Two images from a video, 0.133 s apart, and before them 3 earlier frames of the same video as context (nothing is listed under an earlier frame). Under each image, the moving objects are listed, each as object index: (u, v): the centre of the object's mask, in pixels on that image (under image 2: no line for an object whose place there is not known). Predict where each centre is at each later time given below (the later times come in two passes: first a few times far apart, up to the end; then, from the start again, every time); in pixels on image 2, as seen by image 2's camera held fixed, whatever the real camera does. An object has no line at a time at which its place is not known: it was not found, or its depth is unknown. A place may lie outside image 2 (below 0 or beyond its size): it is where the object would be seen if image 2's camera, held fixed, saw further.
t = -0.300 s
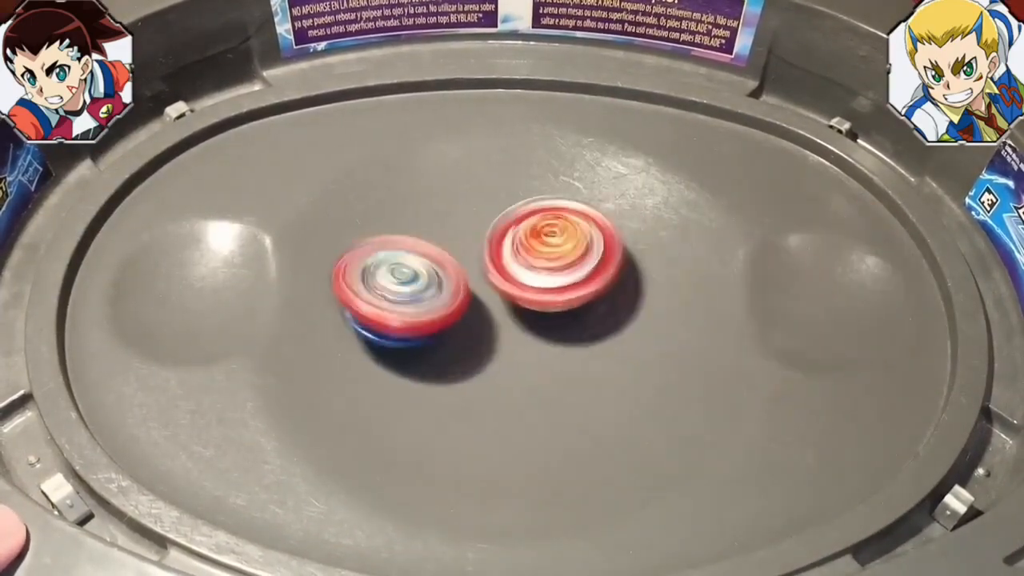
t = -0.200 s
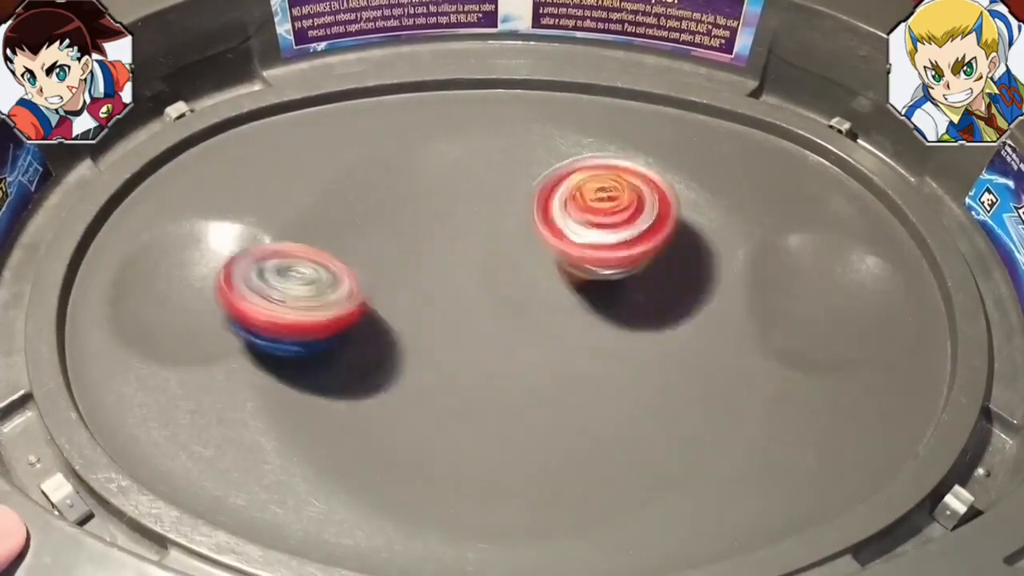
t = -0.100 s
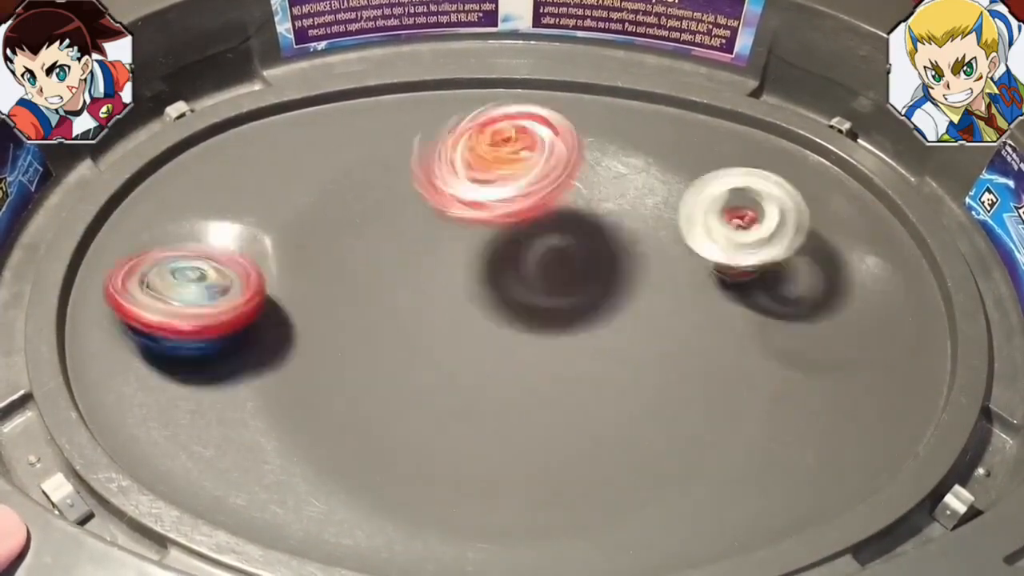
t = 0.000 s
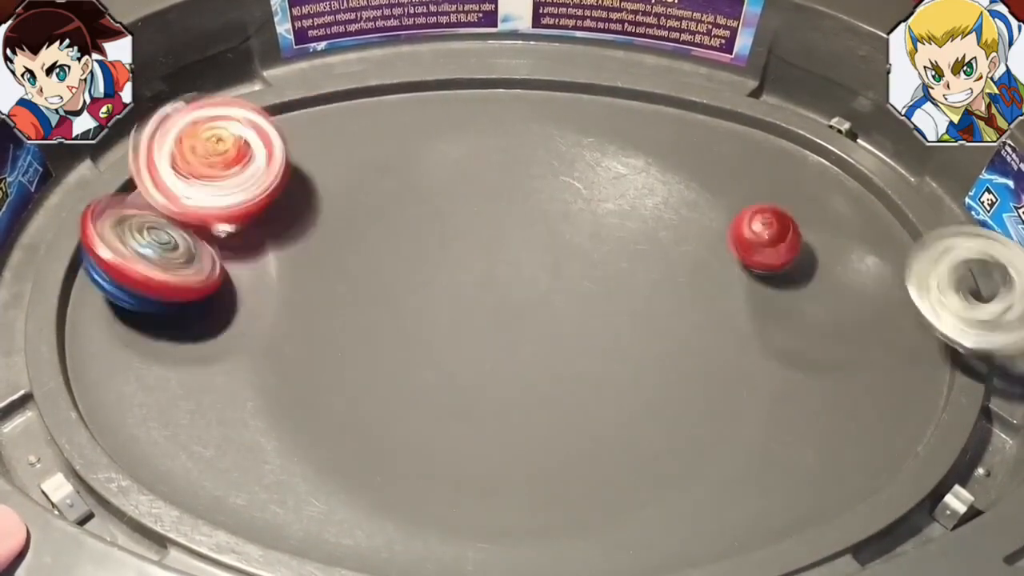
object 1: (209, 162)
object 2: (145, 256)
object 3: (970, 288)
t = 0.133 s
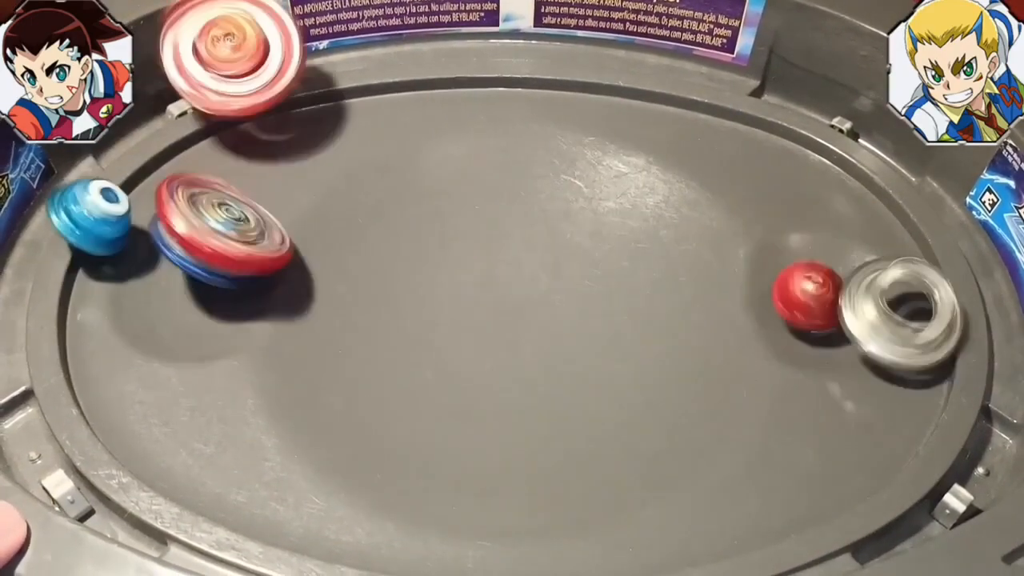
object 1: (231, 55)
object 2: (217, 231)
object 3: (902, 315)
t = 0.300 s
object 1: (534, 306)
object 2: (235, 307)
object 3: (789, 294)
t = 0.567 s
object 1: (709, 234)
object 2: (163, 271)
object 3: (299, 321)
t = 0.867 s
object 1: (169, 93)
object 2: (693, 110)
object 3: (403, 443)
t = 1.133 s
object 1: (356, 454)
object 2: (905, 288)
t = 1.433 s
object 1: (643, 296)
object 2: (839, 310)
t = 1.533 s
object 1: (624, 293)
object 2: (824, 305)
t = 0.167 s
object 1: (270, 88)
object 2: (230, 235)
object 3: (889, 335)
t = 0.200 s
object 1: (325, 131)
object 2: (235, 261)
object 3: (871, 323)
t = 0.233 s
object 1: (390, 181)
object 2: (234, 269)
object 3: (850, 319)
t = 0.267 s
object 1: (461, 256)
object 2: (235, 290)
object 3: (823, 309)
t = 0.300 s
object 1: (534, 306)
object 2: (235, 307)
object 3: (789, 294)
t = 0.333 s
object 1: (609, 340)
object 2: (236, 318)
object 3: (750, 272)
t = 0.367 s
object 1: (683, 380)
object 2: (231, 327)
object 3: (705, 262)
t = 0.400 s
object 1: (743, 392)
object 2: (220, 331)
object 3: (652, 262)
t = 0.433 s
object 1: (799, 420)
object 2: (199, 341)
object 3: (587, 259)
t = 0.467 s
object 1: (849, 469)
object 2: (189, 347)
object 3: (513, 257)
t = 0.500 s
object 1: (831, 423)
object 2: (146, 345)
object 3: (436, 259)
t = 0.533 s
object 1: (773, 317)
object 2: (153, 302)
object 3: (364, 273)
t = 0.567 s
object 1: (709, 234)
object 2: (163, 271)
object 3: (299, 321)
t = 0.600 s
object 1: (648, 182)
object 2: (167, 259)
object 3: (252, 348)
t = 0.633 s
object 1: (589, 157)
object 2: (167, 255)
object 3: (213, 376)
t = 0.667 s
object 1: (528, 101)
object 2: (178, 277)
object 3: (178, 413)
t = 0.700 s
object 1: (468, 52)
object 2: (198, 313)
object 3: (193, 426)
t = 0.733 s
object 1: (402, 43)
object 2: (324, 237)
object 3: (212, 413)
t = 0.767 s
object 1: (336, 56)
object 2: (428, 186)
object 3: (260, 406)
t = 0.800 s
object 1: (281, 80)
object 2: (533, 162)
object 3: (306, 420)
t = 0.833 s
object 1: (221, 78)
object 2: (620, 140)
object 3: (355, 443)
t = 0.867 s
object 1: (169, 93)
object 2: (693, 110)
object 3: (403, 443)
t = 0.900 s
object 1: (137, 122)
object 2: (759, 91)
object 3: (466, 449)
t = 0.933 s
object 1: (113, 197)
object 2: (810, 94)
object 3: (523, 450)
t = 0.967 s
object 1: (85, 250)
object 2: (844, 123)
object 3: (586, 414)
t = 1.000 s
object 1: (71, 319)
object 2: (873, 162)
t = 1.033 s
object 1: (88, 376)
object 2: (893, 189)
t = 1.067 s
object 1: (165, 436)
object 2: (906, 222)
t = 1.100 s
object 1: (258, 447)
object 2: (912, 254)
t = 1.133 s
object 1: (356, 454)
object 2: (905, 288)
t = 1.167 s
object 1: (452, 466)
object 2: (891, 314)
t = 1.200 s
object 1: (538, 445)
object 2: (870, 335)
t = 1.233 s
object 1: (614, 426)
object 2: (851, 344)
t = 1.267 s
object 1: (675, 395)
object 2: (832, 347)
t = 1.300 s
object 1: (686, 366)
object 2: (858, 337)
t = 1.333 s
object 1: (675, 343)
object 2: (881, 328)
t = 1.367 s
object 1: (660, 322)
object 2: (869, 323)
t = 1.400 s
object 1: (651, 306)
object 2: (853, 317)
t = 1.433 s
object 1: (643, 296)
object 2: (839, 310)
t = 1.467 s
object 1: (633, 290)
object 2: (829, 307)
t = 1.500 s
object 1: (628, 290)
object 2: (825, 306)
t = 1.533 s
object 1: (624, 293)
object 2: (824, 305)
